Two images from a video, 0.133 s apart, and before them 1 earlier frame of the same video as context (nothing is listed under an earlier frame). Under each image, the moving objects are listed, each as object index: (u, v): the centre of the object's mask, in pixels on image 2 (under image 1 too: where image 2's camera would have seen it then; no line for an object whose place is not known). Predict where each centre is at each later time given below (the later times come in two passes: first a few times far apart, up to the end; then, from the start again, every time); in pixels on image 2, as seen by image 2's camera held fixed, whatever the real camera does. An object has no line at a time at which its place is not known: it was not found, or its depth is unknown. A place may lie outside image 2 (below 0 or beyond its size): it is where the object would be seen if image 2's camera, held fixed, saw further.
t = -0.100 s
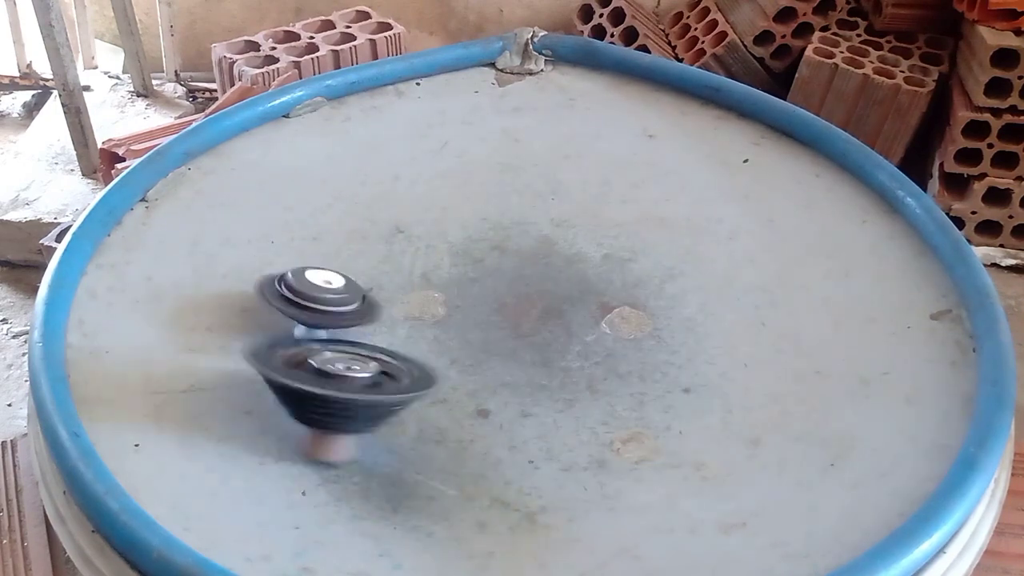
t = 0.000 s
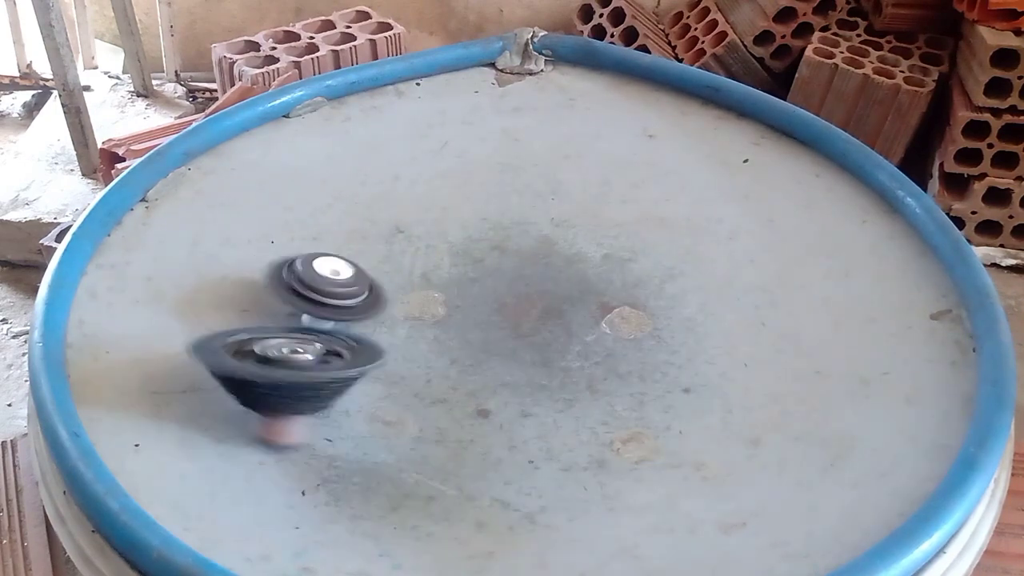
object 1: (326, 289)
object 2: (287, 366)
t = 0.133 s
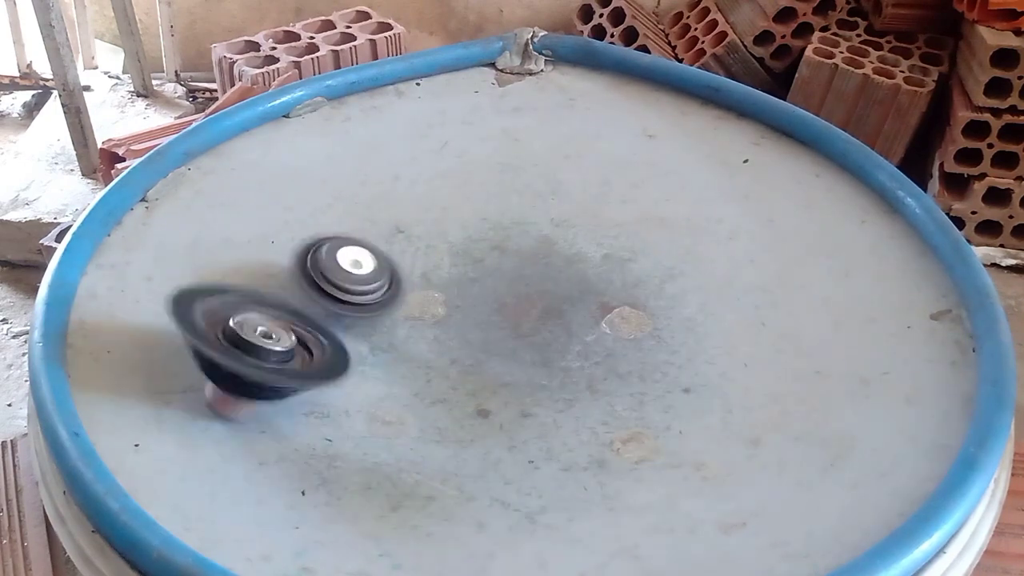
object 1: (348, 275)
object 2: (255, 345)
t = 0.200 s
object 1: (365, 269)
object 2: (259, 327)
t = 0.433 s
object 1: (465, 247)
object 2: (351, 265)
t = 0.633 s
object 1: (600, 245)
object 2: (451, 214)
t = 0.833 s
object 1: (780, 248)
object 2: (499, 174)
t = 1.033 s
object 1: (879, 260)
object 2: (563, 165)
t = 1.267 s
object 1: (850, 283)
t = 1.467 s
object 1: (724, 314)
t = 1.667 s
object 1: (475, 360)
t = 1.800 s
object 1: (330, 320)
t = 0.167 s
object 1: (357, 273)
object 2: (256, 331)
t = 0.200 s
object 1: (365, 269)
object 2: (259, 327)
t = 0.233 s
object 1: (373, 265)
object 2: (267, 318)
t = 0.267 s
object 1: (385, 262)
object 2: (273, 306)
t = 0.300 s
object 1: (398, 259)
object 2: (285, 301)
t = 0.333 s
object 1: (414, 256)
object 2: (296, 291)
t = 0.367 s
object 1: (428, 252)
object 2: (312, 283)
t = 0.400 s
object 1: (446, 250)
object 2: (331, 275)
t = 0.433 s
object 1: (465, 247)
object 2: (351, 265)
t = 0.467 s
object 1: (482, 246)
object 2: (373, 259)
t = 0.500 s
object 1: (503, 244)
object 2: (394, 253)
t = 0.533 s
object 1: (522, 243)
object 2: (414, 244)
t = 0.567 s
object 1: (543, 244)
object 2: (428, 230)
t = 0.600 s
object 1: (564, 241)
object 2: (444, 223)
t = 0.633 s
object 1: (600, 245)
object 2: (451, 214)
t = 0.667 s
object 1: (633, 246)
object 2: (457, 207)
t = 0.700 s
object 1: (664, 247)
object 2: (463, 198)
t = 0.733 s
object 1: (695, 248)
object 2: (472, 192)
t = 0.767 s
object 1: (724, 248)
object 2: (481, 185)
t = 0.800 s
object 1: (754, 249)
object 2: (490, 179)
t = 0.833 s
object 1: (780, 248)
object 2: (499, 174)
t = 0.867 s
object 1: (804, 250)
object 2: (510, 169)
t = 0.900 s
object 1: (825, 251)
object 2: (521, 168)
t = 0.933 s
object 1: (842, 253)
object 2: (531, 166)
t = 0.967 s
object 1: (858, 255)
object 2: (543, 163)
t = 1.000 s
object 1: (871, 257)
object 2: (553, 164)
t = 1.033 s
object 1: (879, 260)
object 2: (563, 165)
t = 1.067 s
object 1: (885, 262)
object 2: (574, 164)
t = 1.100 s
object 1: (886, 265)
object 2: (584, 165)
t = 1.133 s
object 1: (881, 269)
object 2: (594, 167)
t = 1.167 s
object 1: (877, 273)
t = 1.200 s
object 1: (870, 276)
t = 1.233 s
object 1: (860, 280)
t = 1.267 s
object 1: (850, 283)
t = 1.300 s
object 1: (837, 288)
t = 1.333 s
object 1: (821, 296)
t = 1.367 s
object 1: (801, 304)
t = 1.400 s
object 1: (779, 305)
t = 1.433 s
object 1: (754, 311)
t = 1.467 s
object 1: (724, 314)
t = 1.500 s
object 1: (695, 318)
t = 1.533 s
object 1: (658, 323)
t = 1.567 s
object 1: (607, 334)
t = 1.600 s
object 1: (560, 346)
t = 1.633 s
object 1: (517, 361)
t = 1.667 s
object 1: (475, 360)
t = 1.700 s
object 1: (437, 355)
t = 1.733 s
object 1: (396, 351)
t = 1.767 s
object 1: (361, 343)
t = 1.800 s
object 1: (330, 320)
